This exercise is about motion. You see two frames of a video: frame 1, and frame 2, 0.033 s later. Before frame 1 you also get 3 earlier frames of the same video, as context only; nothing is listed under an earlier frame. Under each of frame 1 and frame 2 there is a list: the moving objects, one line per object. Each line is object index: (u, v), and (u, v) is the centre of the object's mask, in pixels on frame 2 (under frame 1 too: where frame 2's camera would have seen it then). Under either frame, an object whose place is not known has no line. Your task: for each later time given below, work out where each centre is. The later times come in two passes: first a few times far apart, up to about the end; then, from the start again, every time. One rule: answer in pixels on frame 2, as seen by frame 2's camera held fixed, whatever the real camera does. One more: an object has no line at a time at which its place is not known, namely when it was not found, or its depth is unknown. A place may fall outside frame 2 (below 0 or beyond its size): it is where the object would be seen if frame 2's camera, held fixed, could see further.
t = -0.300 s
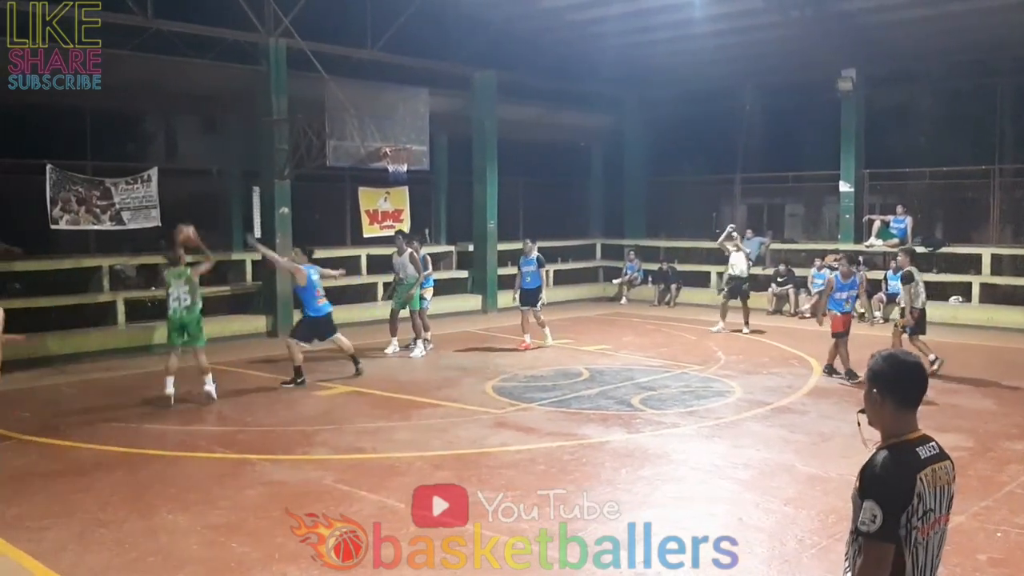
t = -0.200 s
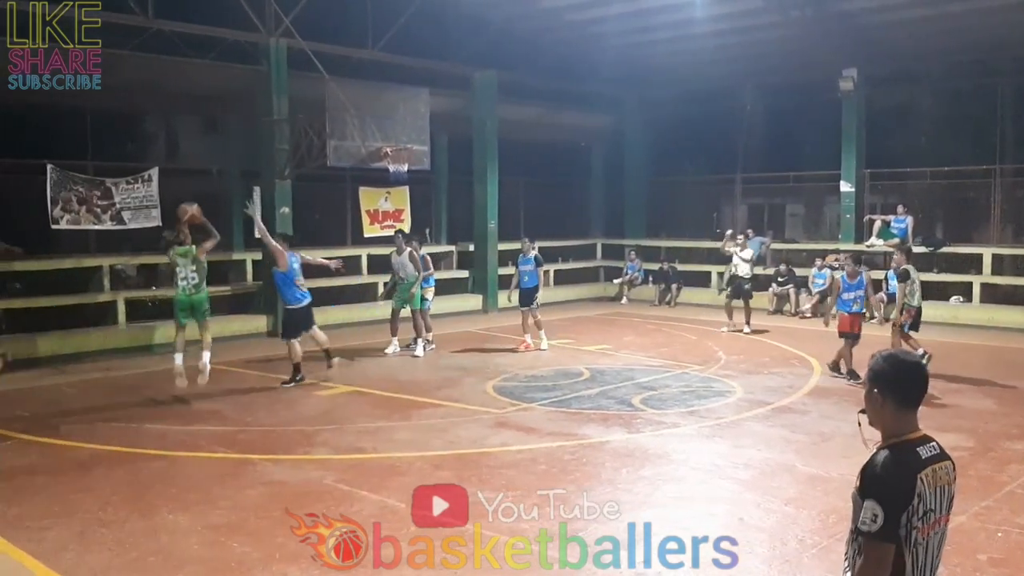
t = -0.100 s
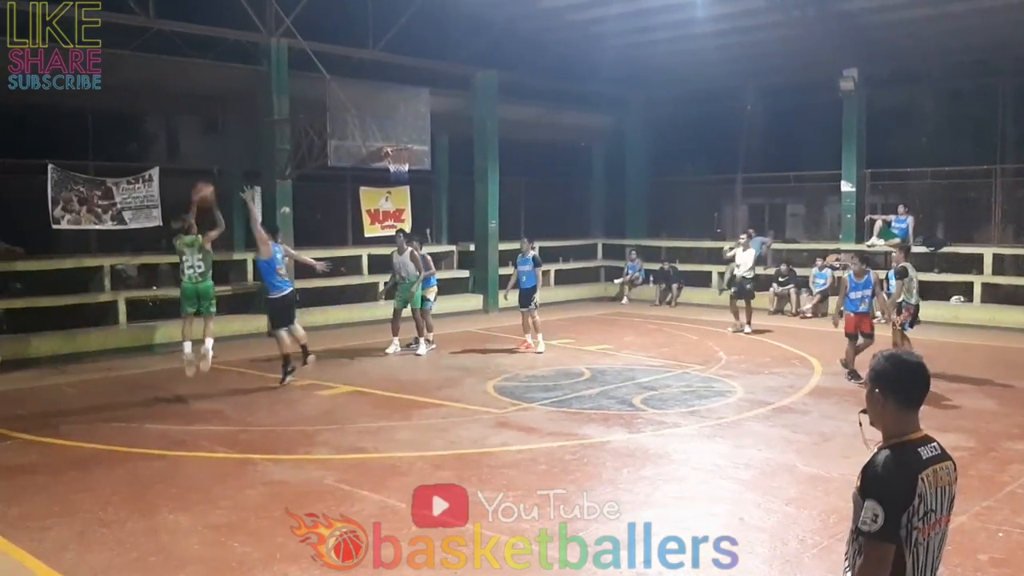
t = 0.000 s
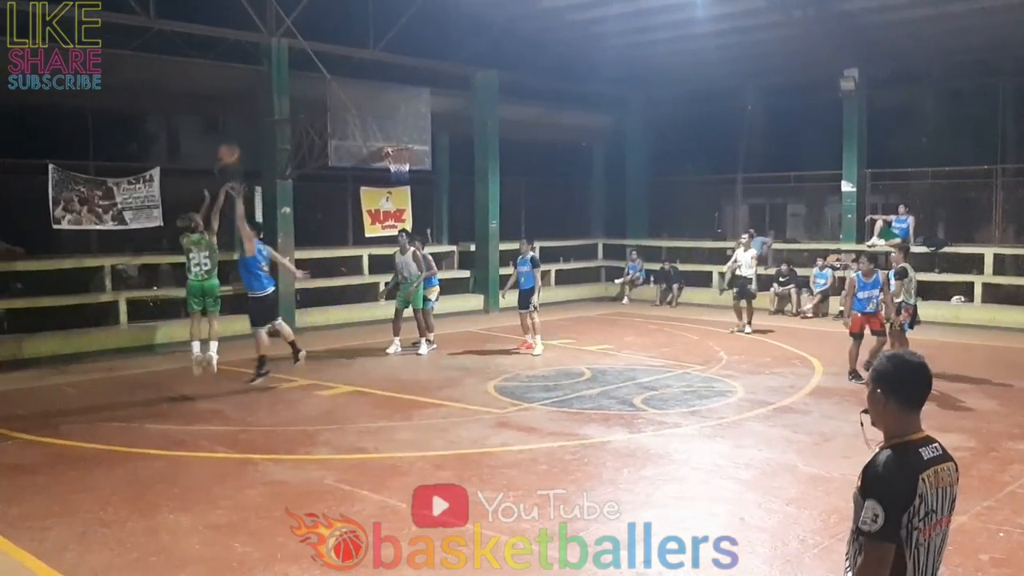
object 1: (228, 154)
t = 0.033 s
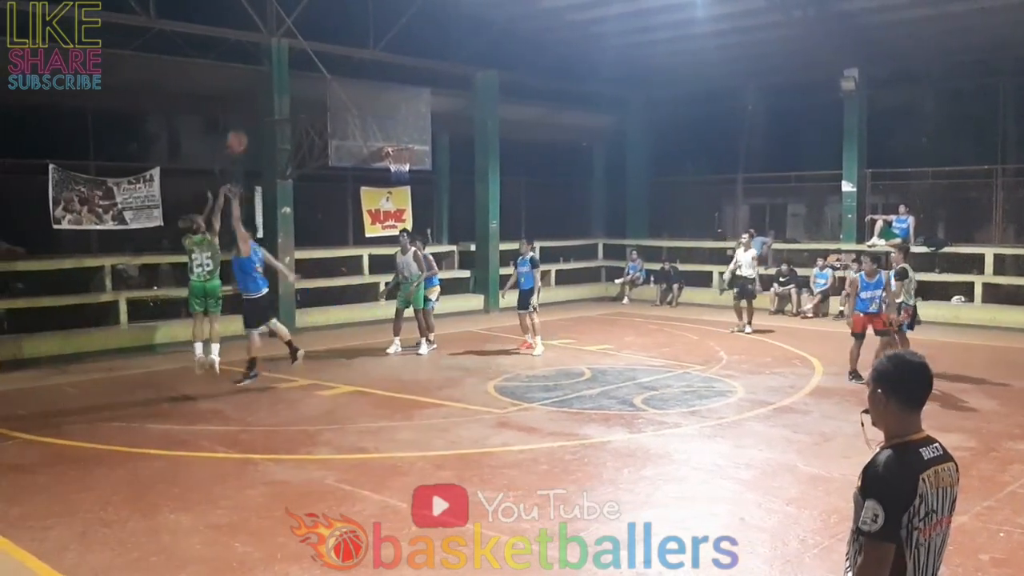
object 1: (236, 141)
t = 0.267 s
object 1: (290, 83)
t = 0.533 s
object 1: (341, 76)
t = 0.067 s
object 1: (245, 130)
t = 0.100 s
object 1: (252, 119)
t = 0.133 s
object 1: (260, 110)
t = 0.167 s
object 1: (268, 103)
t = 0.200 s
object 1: (276, 96)
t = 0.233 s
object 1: (282, 90)
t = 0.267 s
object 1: (290, 83)
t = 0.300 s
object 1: (297, 79)
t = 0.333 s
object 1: (302, 77)
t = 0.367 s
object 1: (310, 75)
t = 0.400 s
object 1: (316, 74)
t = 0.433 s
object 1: (322, 73)
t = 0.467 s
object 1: (330, 72)
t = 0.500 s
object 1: (335, 75)
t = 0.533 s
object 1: (341, 76)
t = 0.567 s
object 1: (349, 79)
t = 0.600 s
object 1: (355, 83)
